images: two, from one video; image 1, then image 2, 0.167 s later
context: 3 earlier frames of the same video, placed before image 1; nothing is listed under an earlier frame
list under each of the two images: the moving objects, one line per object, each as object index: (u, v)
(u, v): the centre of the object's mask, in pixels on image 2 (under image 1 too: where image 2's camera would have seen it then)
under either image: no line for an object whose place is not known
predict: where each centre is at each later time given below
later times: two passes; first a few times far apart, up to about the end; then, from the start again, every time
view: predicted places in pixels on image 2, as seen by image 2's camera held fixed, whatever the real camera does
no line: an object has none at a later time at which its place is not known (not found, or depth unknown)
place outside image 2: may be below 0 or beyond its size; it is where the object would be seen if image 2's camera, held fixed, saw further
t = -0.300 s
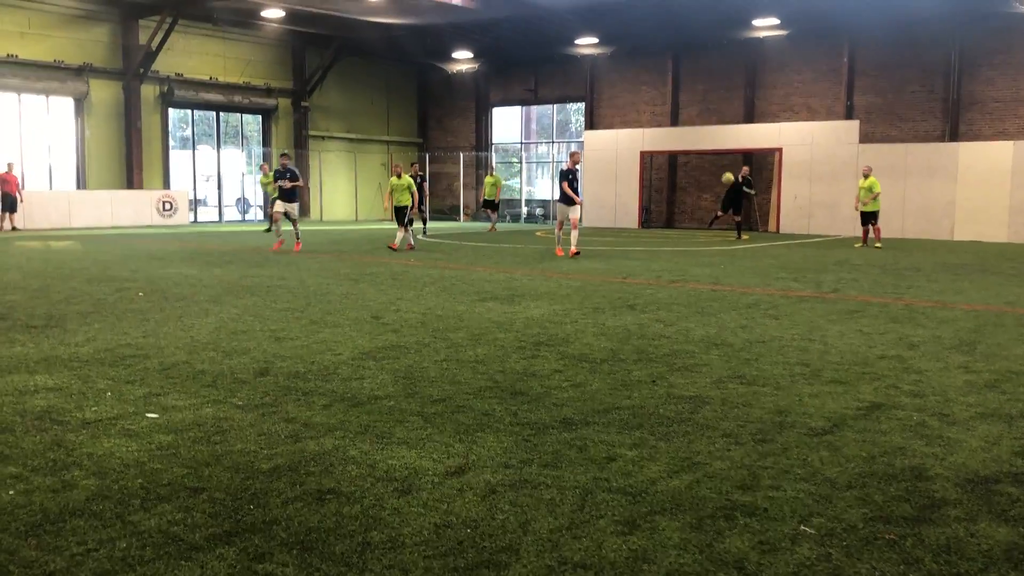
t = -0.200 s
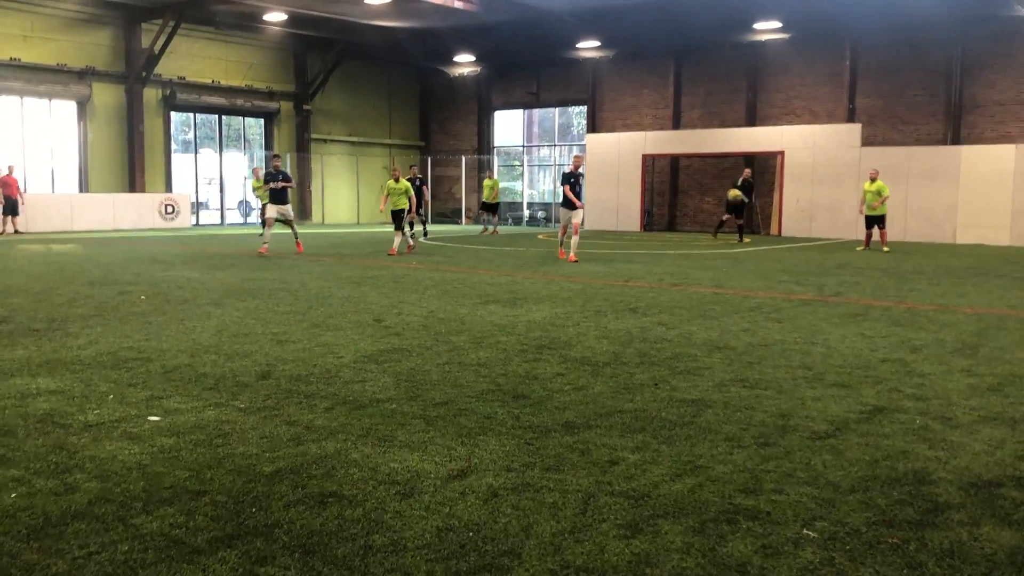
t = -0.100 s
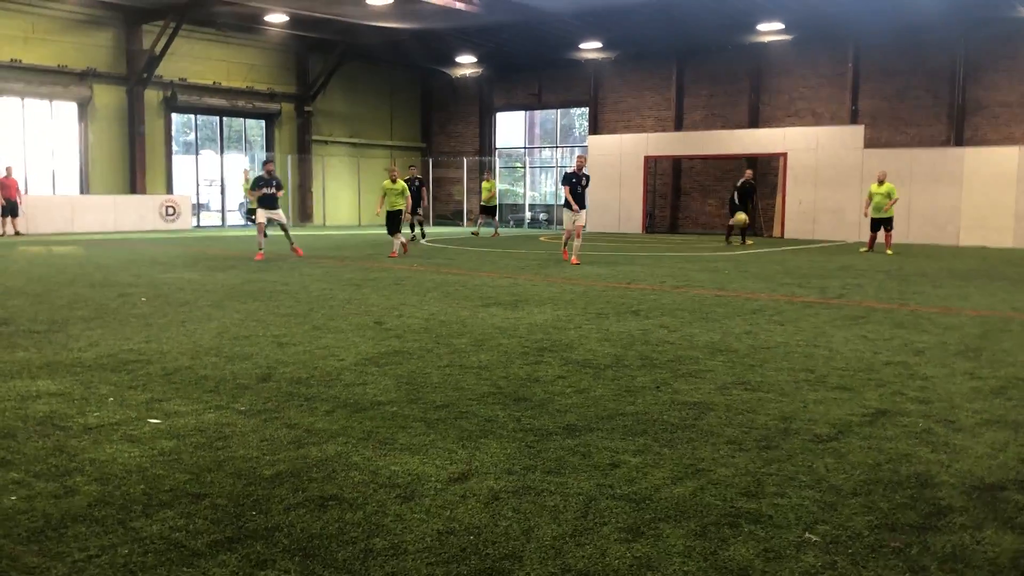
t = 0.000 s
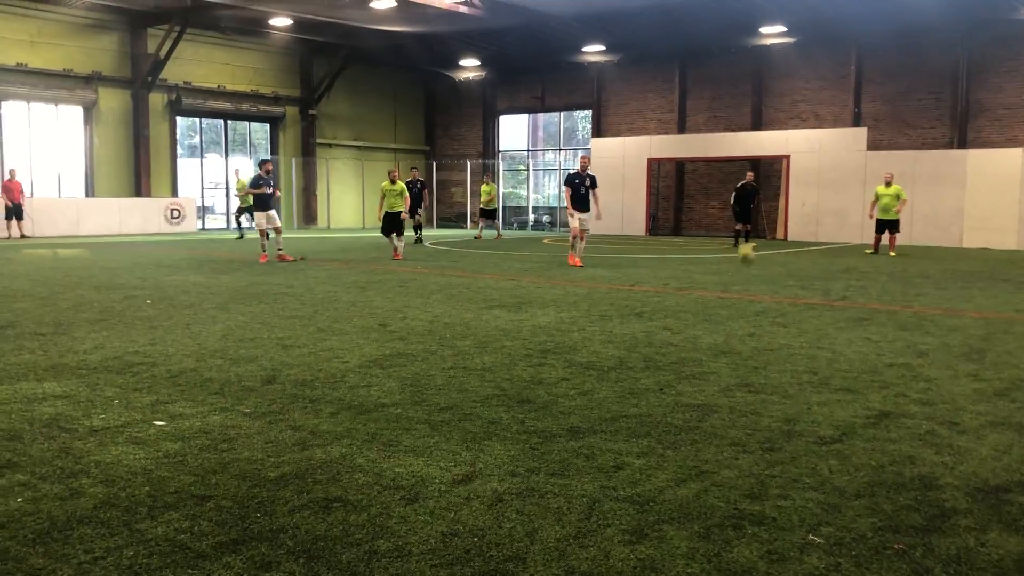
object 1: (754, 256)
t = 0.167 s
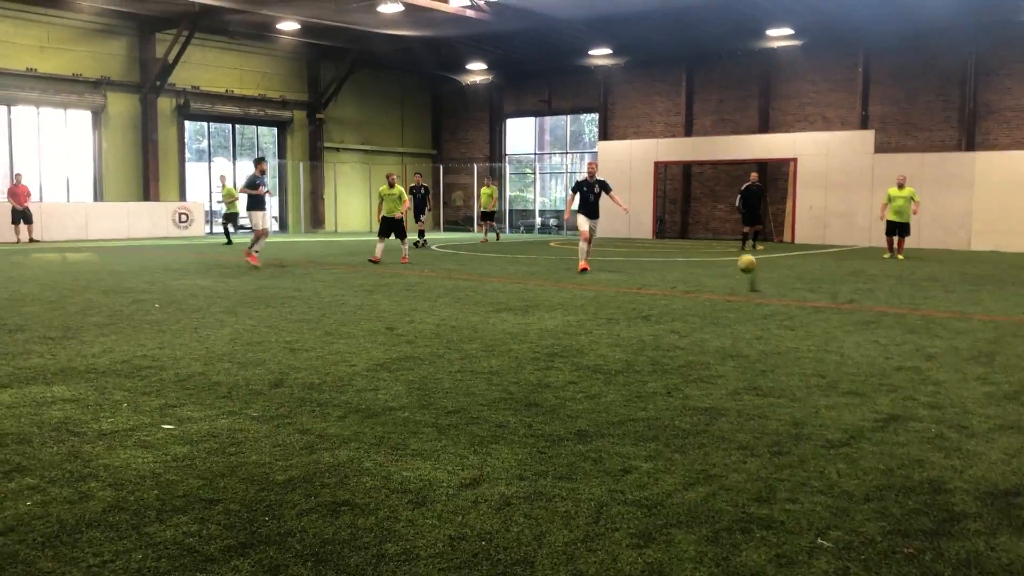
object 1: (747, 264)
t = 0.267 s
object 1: (739, 248)
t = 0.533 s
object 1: (707, 252)
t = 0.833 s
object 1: (654, 333)
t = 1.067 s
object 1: (593, 310)
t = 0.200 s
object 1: (744, 258)
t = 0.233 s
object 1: (741, 253)
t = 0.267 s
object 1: (739, 248)
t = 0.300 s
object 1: (735, 245)
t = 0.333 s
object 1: (732, 243)
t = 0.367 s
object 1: (729, 242)
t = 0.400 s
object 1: (725, 242)
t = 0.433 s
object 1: (721, 243)
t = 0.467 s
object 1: (717, 245)
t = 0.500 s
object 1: (712, 248)
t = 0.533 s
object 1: (707, 252)
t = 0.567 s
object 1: (702, 258)
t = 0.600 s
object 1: (697, 266)
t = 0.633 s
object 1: (692, 275)
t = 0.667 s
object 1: (685, 287)
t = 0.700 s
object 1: (679, 300)
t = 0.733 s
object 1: (672, 315)
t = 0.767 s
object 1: (665, 334)
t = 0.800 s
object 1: (658, 338)
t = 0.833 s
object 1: (654, 333)
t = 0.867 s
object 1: (649, 328)
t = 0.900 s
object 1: (638, 316)
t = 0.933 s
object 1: (630, 312)
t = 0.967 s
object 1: (622, 309)
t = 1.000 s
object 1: (613, 308)
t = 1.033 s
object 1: (603, 308)
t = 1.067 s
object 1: (593, 310)
